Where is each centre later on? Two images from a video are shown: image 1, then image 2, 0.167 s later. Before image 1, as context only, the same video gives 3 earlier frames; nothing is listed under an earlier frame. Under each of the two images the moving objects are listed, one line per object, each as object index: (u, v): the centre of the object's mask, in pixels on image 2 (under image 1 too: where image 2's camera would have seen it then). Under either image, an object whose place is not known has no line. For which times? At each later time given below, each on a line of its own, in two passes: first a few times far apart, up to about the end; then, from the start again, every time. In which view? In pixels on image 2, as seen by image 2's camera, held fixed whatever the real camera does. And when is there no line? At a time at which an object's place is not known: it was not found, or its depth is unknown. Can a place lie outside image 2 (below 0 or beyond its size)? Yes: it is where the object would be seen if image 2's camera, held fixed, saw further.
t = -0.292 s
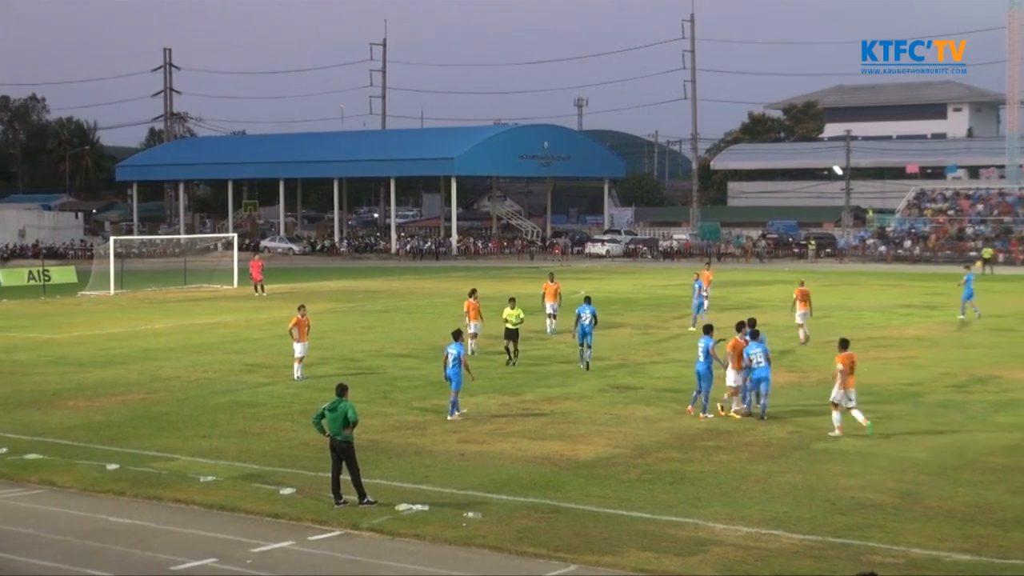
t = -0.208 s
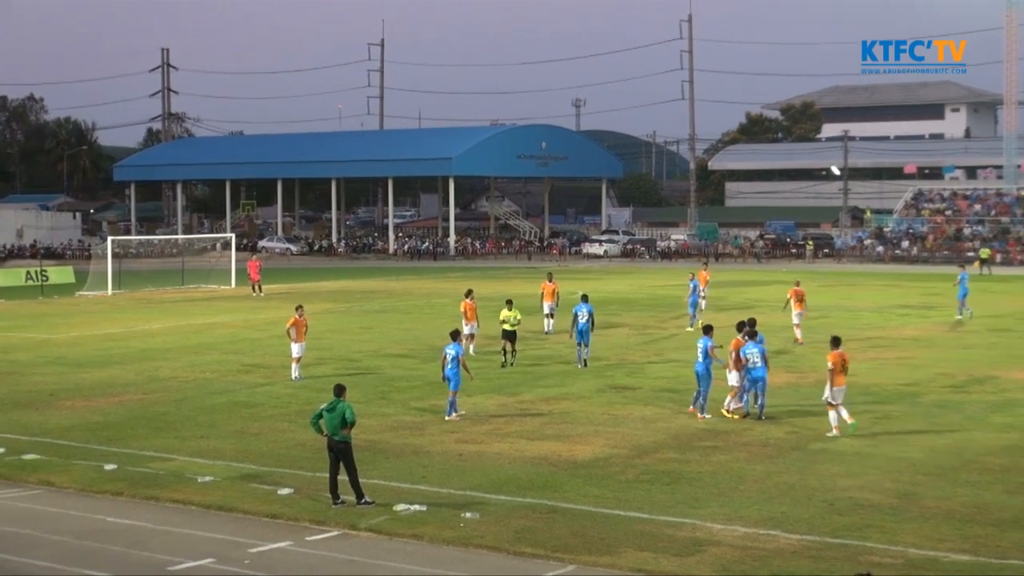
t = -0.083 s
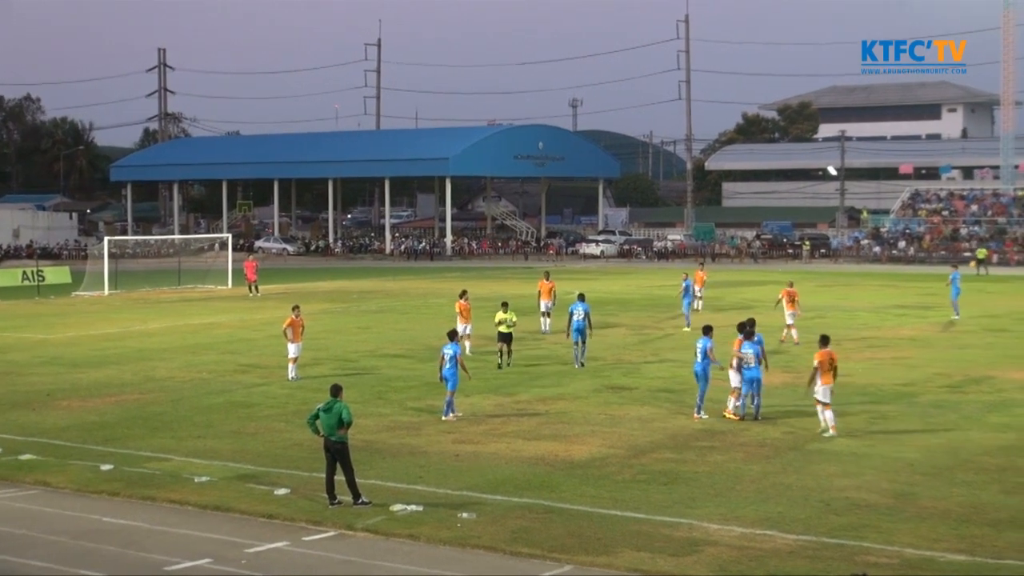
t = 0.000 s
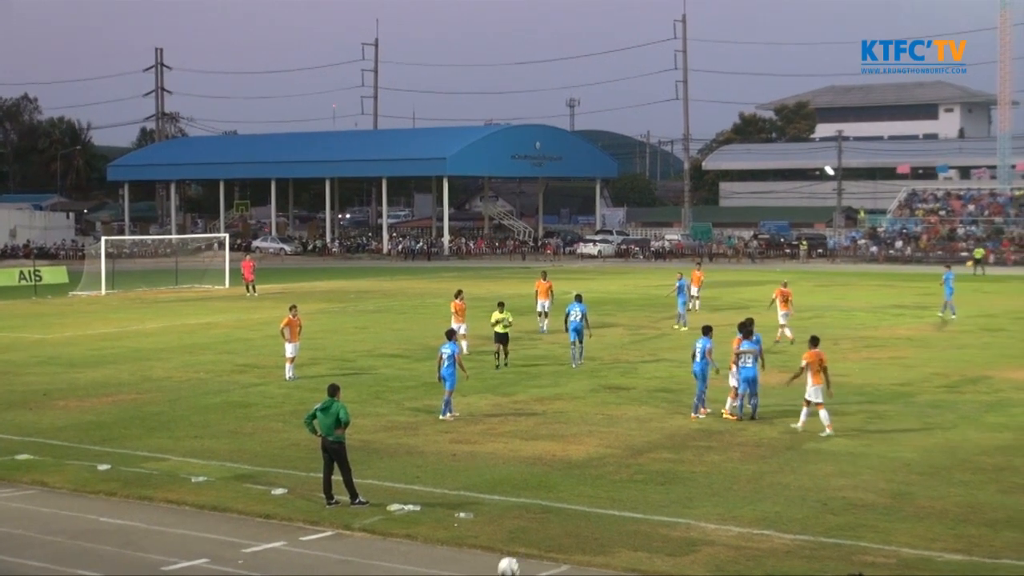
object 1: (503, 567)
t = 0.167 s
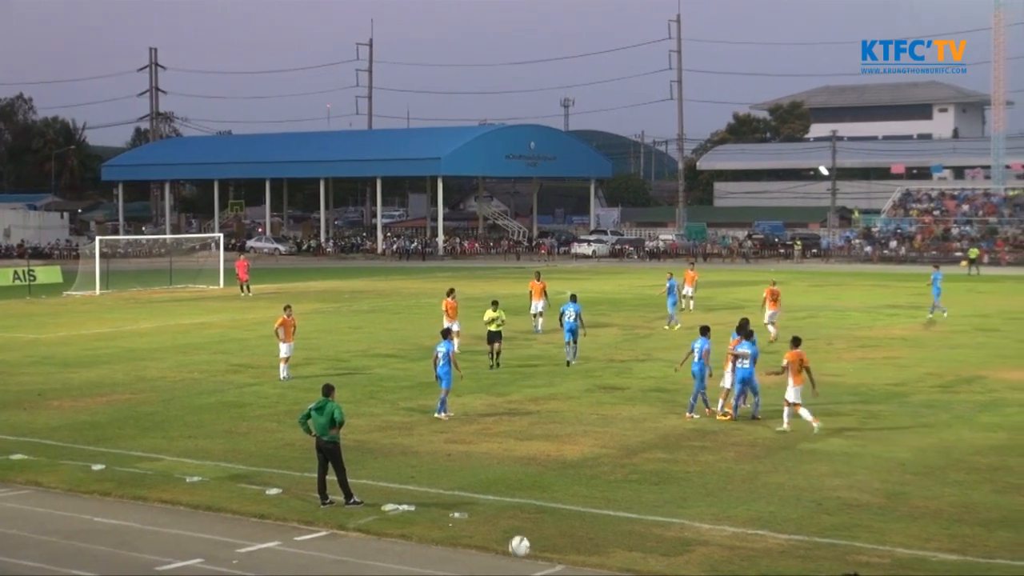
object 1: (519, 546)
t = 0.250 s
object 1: (526, 544)
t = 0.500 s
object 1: (545, 540)
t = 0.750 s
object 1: (561, 514)
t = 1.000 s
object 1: (574, 496)
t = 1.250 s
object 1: (583, 485)
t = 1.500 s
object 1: (590, 470)
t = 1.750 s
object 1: (595, 458)
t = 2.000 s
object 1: (600, 442)
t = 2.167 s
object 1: (602, 437)
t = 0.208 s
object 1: (522, 543)
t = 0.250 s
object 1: (526, 544)
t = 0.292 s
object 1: (529, 546)
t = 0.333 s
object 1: (532, 549)
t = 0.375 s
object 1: (534, 553)
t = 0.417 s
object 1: (537, 559)
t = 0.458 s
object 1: (540, 554)
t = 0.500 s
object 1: (545, 540)
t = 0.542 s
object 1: (548, 531)
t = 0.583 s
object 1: (551, 525)
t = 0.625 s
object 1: (554, 520)
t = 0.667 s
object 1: (556, 517)
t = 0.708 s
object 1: (558, 514)
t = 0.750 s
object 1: (561, 514)
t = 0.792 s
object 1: (562, 515)
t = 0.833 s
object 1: (564, 516)
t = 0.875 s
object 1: (567, 515)
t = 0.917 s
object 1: (569, 508)
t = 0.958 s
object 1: (571, 502)
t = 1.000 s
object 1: (574, 496)
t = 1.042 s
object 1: (576, 493)
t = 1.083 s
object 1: (577, 492)
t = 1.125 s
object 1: (579, 492)
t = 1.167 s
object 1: (580, 491)
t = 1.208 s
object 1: (582, 488)
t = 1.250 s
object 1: (583, 485)
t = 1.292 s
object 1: (584, 482)
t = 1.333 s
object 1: (585, 481)
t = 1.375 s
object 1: (587, 478)
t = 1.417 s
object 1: (587, 474)
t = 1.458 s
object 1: (588, 471)
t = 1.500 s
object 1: (590, 470)
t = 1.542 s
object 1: (591, 469)
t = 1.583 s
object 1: (592, 466)
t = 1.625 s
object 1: (592, 464)
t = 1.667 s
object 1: (593, 462)
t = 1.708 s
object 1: (594, 460)
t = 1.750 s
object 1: (595, 458)
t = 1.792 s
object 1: (596, 455)
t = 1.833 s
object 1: (597, 453)
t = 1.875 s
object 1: (597, 451)
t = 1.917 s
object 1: (598, 450)
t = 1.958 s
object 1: (599, 446)
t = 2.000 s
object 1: (600, 442)
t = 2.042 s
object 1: (600, 441)
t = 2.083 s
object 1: (601, 441)
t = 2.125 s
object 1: (602, 440)
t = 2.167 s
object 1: (602, 437)
